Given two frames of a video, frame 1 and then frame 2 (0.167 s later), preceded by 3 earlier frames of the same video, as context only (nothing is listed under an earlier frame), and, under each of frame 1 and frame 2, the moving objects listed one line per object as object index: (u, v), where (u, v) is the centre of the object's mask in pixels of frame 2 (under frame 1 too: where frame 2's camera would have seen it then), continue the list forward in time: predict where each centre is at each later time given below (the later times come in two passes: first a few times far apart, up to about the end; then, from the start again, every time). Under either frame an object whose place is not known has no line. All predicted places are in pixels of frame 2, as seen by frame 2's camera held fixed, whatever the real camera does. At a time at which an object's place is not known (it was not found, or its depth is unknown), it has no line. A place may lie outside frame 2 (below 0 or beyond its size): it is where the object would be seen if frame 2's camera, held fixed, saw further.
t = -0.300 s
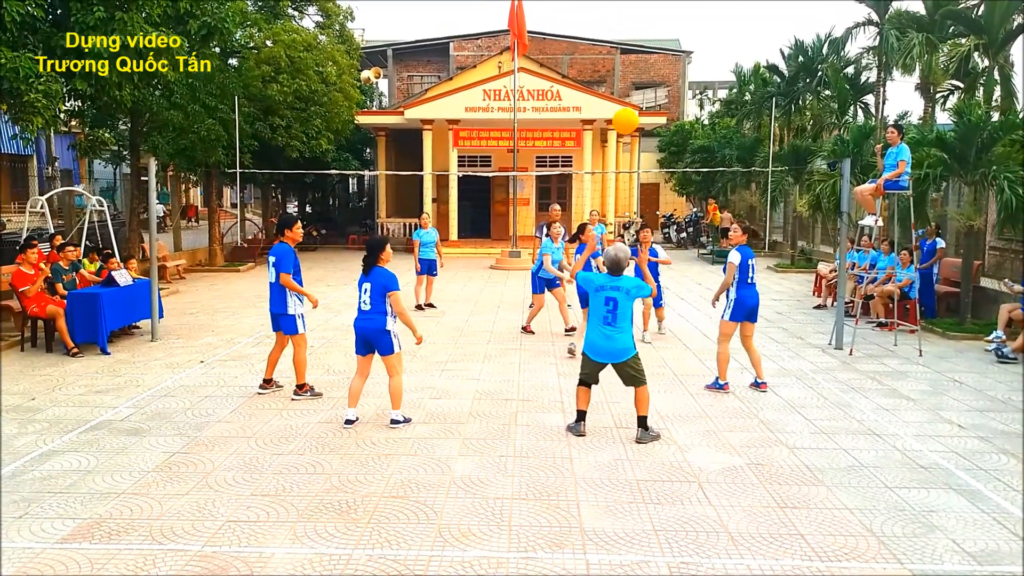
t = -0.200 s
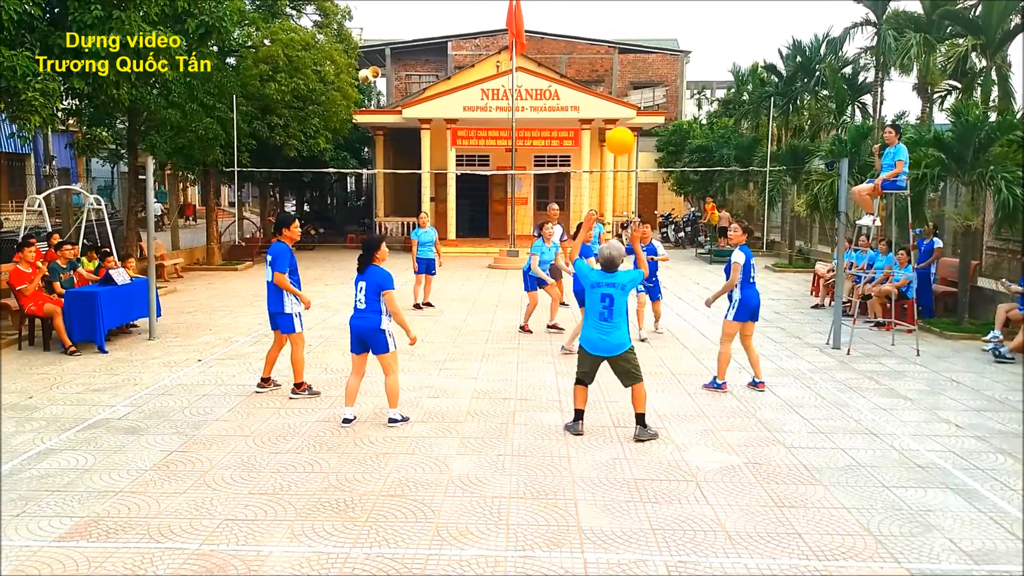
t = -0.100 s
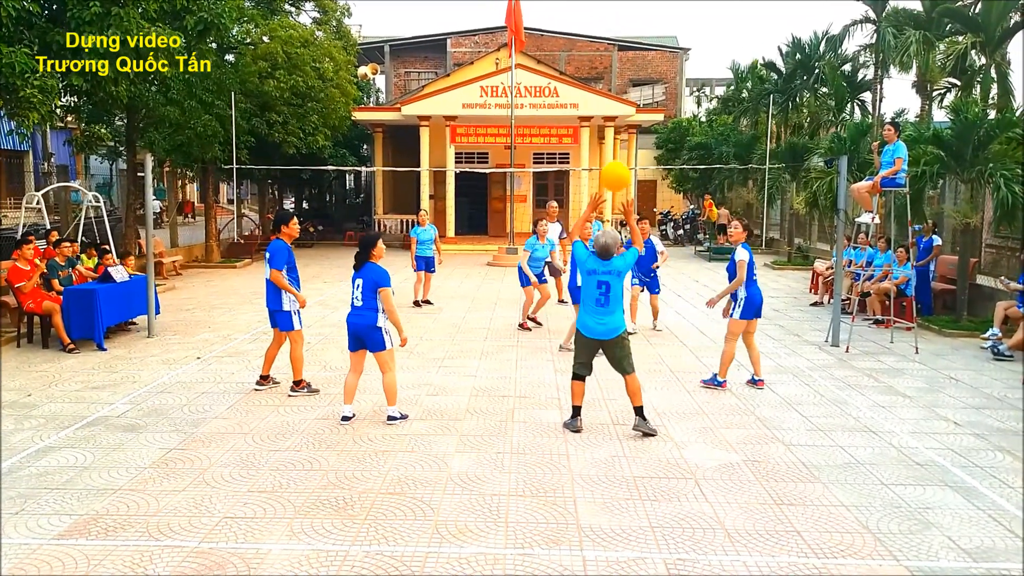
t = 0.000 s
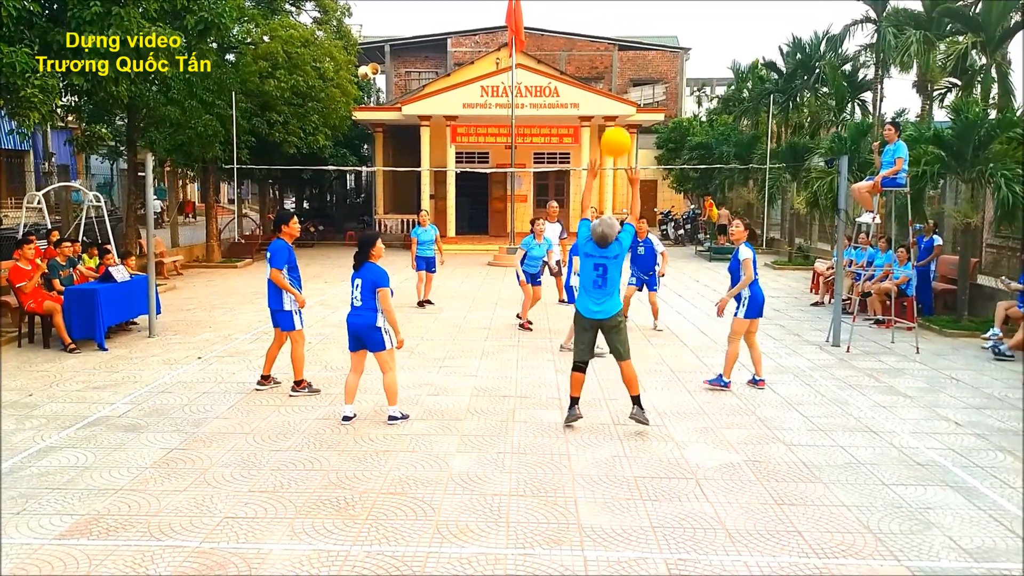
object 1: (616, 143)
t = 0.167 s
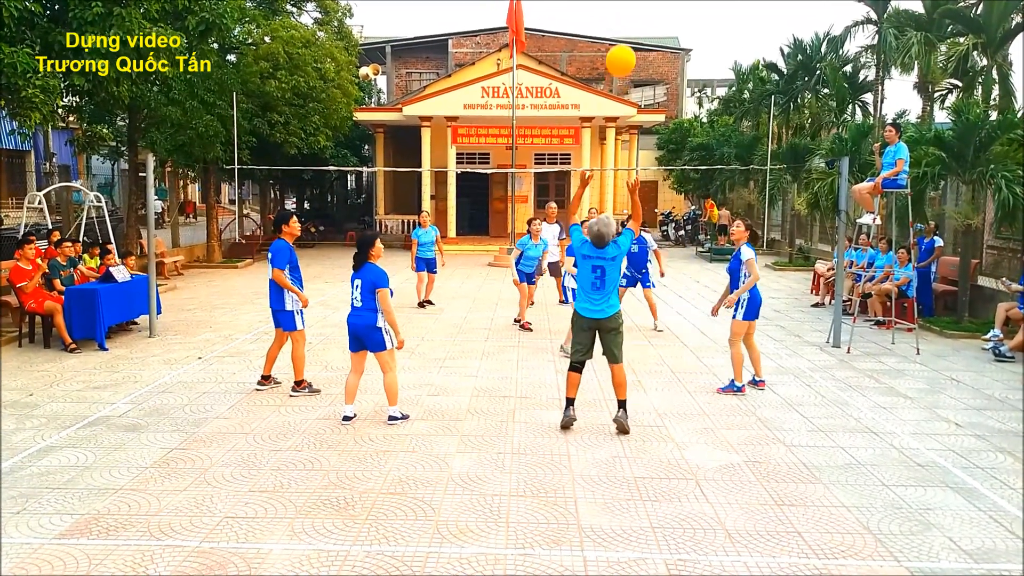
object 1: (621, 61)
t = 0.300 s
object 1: (624, 19)
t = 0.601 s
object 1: (630, 9)
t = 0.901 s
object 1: (631, 89)
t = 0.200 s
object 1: (621, 49)
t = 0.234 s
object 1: (622, 38)
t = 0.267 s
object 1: (623, 28)
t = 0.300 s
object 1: (624, 19)
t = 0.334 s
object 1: (624, 12)
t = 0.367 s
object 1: (625, 9)
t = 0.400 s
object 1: (626, 7)
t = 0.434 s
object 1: (626, 6)
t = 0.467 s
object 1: (627, 6)
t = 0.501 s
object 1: (628, 6)
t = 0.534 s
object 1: (628, 6)
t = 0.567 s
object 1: (629, 7)
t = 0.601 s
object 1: (630, 9)
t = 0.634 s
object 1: (630, 11)
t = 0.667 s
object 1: (630, 17)
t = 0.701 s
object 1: (630, 25)
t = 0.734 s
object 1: (631, 34)
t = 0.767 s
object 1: (631, 43)
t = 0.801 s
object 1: (631, 53)
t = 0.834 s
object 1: (631, 64)
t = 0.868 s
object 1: (631, 76)
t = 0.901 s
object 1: (631, 89)
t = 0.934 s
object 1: (631, 104)
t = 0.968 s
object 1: (632, 120)
